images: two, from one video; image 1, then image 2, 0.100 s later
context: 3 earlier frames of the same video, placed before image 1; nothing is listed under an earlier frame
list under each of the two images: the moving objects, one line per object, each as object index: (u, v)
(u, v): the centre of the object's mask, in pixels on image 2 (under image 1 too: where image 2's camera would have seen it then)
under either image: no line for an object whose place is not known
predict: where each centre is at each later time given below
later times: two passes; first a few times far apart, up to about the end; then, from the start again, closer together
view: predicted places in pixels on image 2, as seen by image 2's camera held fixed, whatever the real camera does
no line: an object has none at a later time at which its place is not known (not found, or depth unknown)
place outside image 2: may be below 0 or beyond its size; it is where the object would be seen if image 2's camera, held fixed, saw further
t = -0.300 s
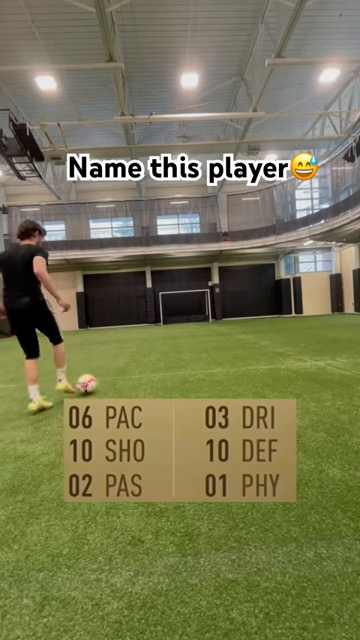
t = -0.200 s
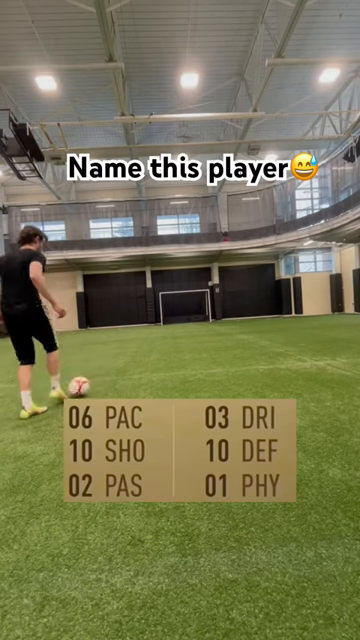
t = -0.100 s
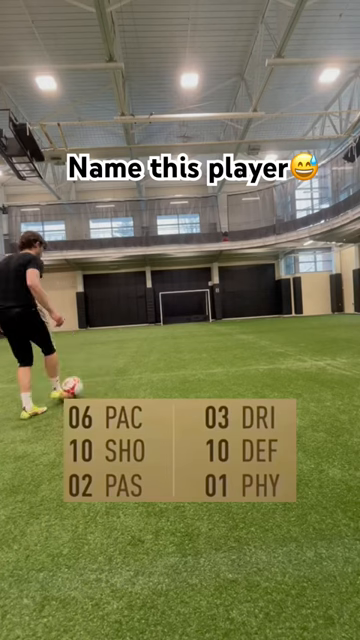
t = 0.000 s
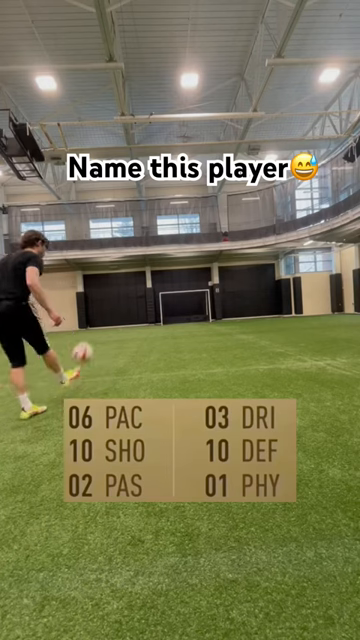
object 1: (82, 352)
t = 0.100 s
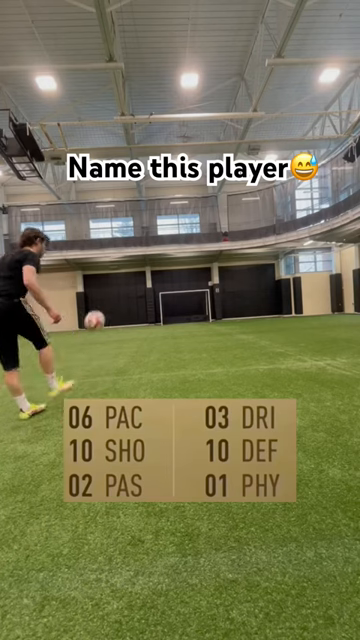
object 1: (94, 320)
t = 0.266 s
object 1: (114, 289)
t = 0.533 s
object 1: (147, 289)
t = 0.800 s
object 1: (181, 341)
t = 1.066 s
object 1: (196, 335)
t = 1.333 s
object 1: (205, 326)
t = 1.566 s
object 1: (216, 358)
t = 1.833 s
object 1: (222, 341)
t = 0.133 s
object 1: (98, 312)
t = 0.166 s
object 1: (102, 305)
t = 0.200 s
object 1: (106, 299)
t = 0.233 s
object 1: (110, 294)
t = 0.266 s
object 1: (114, 289)
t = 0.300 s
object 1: (118, 286)
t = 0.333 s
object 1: (122, 284)
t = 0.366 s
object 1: (126, 283)
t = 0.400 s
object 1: (130, 282)
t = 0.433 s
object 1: (135, 282)
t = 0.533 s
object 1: (147, 289)
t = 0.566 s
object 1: (151, 293)
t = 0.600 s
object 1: (155, 298)
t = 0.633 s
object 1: (160, 303)
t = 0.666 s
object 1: (164, 309)
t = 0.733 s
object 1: (172, 323)
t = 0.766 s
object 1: (177, 331)
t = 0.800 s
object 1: (181, 341)
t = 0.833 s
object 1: (184, 350)
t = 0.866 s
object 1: (189, 361)
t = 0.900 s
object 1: (192, 367)
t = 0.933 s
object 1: (193, 359)
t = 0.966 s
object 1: (193, 351)
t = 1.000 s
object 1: (194, 345)
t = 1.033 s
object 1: (195, 339)
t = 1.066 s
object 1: (196, 335)
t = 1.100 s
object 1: (197, 331)
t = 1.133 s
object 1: (198, 328)
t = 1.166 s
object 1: (199, 325)
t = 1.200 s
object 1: (200, 324)
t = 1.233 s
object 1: (202, 324)
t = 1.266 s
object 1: (203, 324)
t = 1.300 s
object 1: (204, 325)
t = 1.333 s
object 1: (205, 326)
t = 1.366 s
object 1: (207, 328)
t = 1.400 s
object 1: (208, 331)
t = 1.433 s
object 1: (209, 335)
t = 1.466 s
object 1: (211, 340)
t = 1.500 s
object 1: (212, 345)
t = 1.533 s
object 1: (214, 351)
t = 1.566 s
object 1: (216, 358)
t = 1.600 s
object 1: (217, 360)
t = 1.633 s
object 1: (217, 355)
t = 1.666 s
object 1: (218, 350)
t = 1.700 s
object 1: (219, 347)
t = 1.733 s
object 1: (219, 345)
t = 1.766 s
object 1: (220, 343)
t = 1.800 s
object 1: (221, 341)
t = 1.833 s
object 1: (222, 341)
